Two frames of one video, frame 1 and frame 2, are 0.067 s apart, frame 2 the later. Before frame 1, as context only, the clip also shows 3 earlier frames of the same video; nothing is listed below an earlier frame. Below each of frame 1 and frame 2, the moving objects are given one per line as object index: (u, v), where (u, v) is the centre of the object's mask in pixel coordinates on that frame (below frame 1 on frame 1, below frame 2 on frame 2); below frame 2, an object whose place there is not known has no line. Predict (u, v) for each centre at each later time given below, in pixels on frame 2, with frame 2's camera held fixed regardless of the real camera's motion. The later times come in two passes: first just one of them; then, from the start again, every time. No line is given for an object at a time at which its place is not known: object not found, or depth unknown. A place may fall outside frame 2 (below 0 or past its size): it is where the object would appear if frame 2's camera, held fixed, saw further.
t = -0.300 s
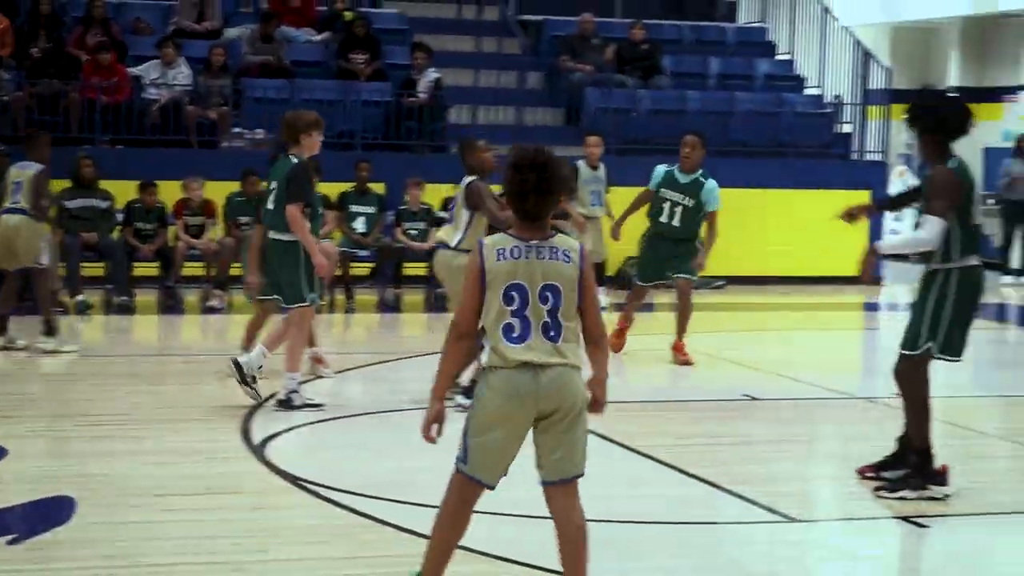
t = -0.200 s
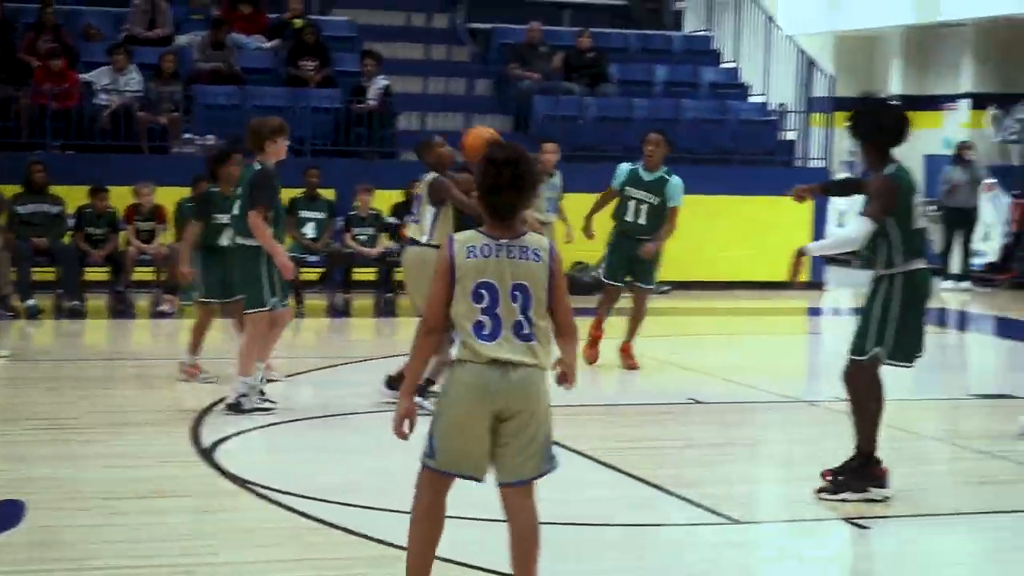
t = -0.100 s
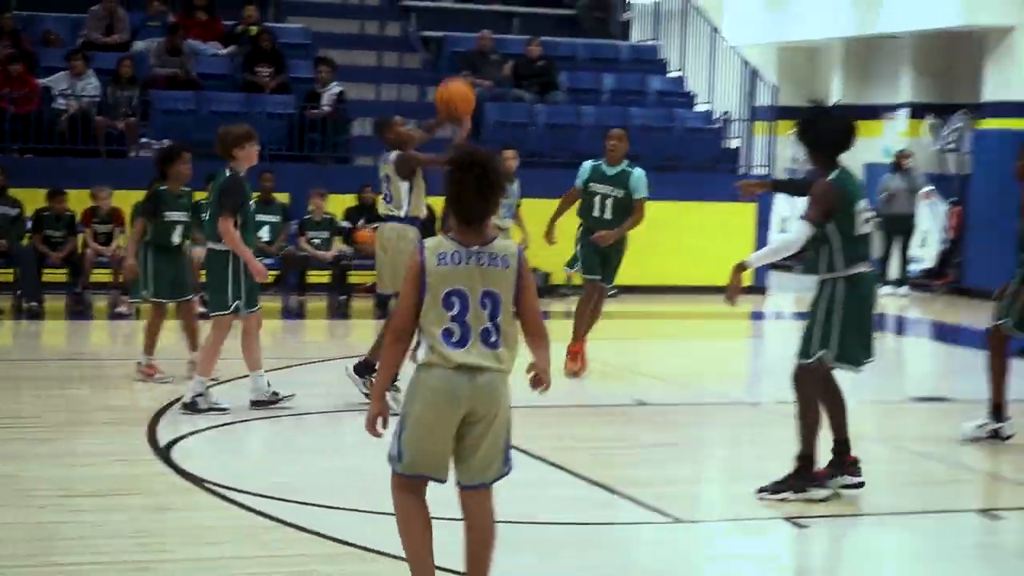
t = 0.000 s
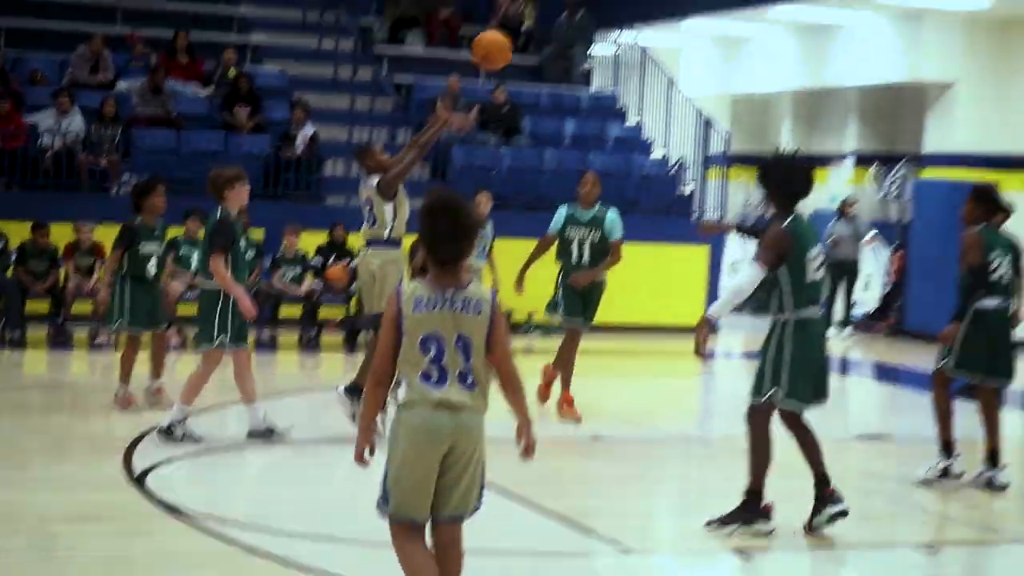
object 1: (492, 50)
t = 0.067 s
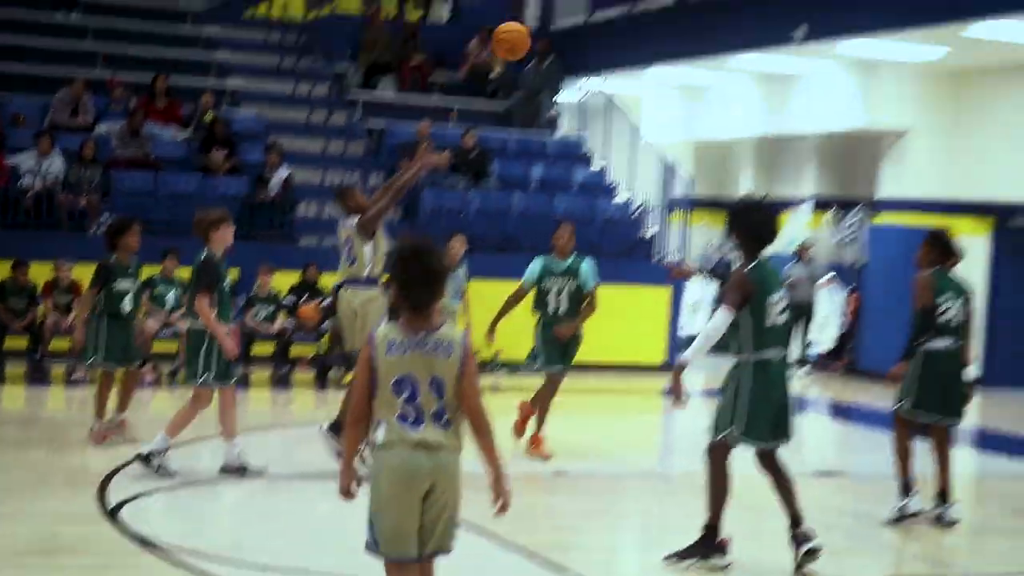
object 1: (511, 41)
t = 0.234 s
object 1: (632, -64)
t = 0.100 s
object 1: (534, 15)
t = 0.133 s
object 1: (560, -7)
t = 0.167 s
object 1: (584, -29)
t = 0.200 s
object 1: (609, -47)
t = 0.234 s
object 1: (632, -64)
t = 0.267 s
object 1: (657, -82)
